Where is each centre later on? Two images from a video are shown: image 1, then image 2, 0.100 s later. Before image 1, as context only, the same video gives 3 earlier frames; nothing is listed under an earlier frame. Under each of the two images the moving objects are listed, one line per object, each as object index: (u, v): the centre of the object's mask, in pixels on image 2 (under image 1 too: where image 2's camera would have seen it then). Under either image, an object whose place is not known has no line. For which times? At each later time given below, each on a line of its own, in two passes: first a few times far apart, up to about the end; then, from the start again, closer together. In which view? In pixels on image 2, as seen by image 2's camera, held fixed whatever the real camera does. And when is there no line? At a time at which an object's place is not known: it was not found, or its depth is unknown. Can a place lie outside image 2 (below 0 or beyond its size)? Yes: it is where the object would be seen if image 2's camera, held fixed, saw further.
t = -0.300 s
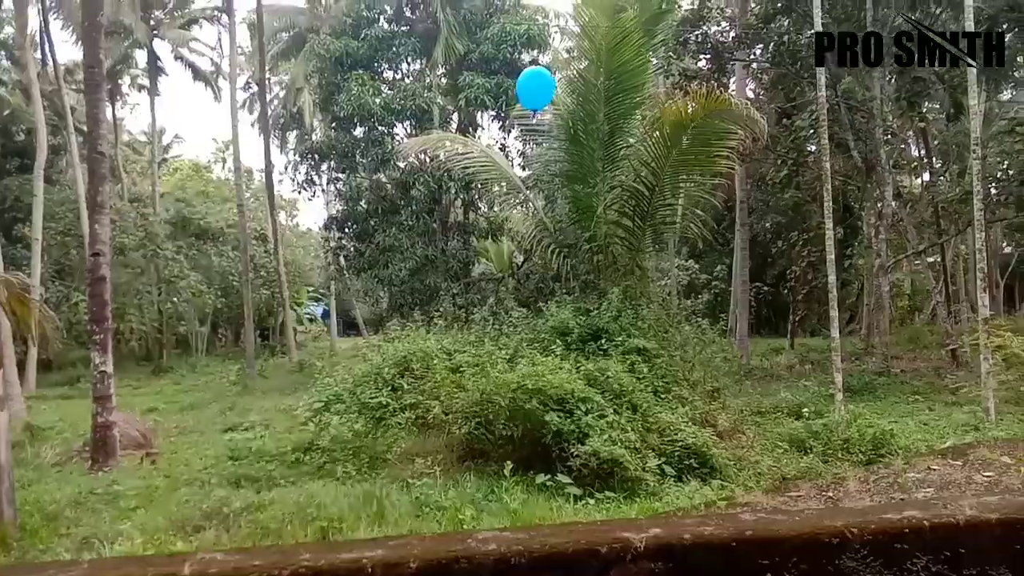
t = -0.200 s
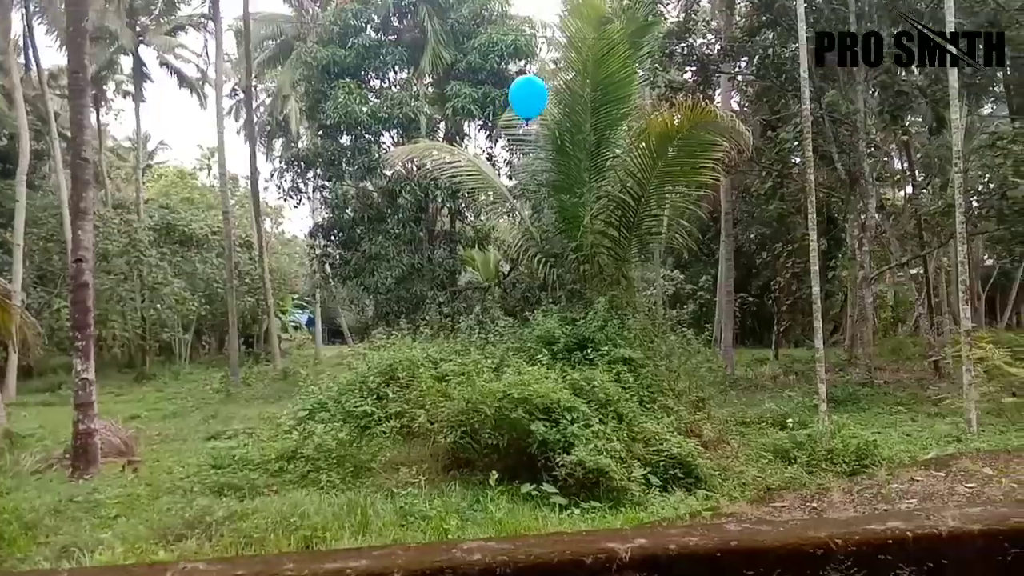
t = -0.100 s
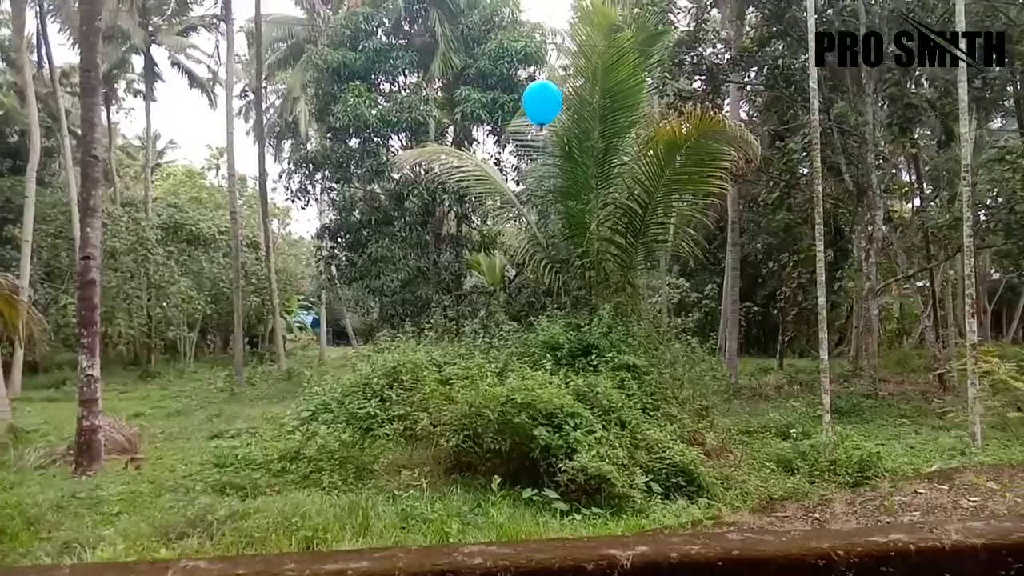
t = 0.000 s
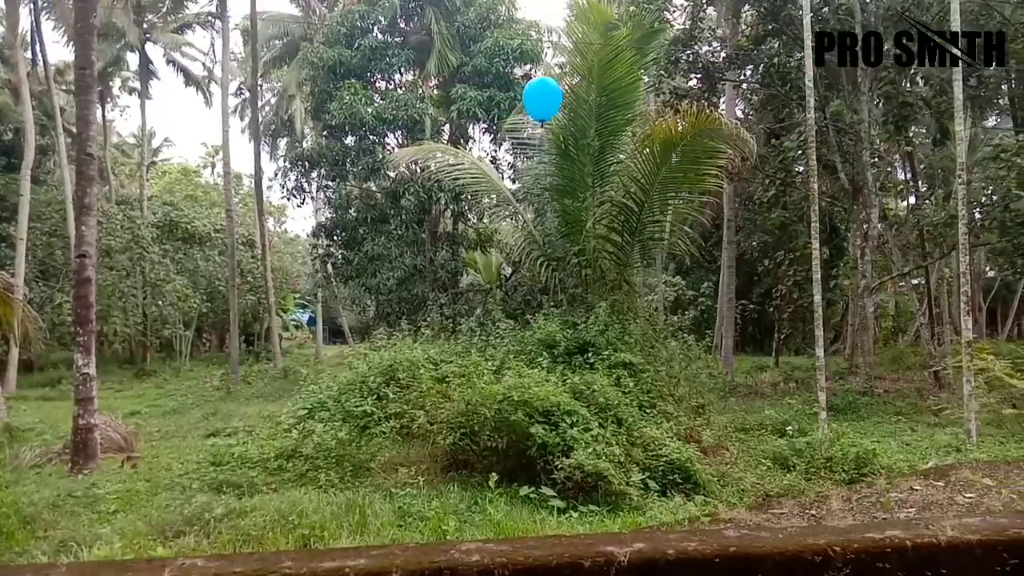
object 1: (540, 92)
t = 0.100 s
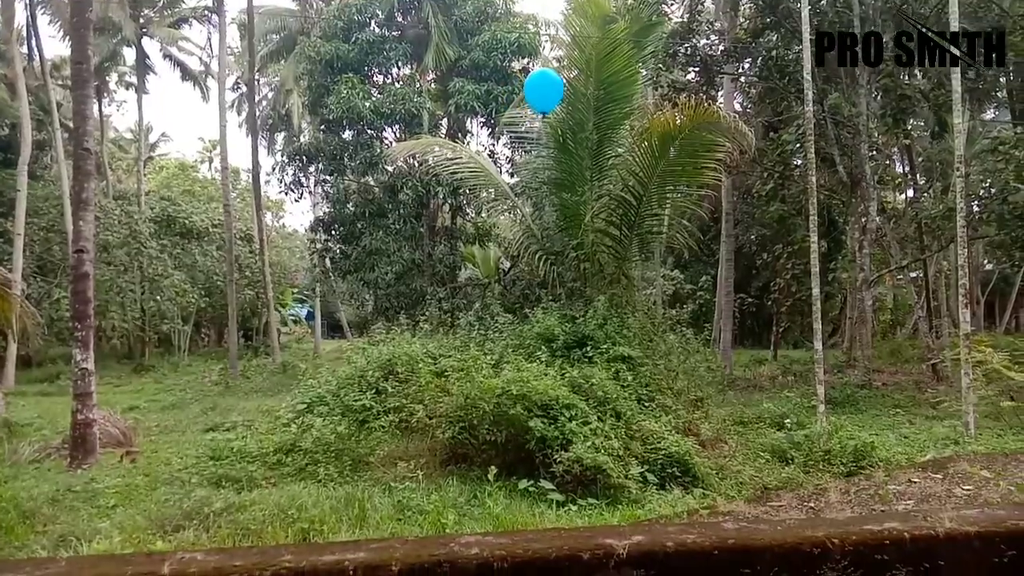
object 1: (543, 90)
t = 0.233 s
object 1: (546, 88)
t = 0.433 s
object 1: (546, 87)
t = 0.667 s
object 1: (543, 88)
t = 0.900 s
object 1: (537, 85)
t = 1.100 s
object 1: (533, 81)
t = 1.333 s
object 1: (527, 73)
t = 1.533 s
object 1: (523, 64)
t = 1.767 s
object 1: (519, 51)
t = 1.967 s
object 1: (518, 38)
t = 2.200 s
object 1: (518, 23)
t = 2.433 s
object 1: (515, 6)
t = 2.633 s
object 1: (513, -9)
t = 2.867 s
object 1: (513, -26)
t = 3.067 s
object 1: (513, -43)
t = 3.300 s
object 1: (515, -64)
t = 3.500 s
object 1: (518, -80)
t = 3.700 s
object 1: (521, -97)
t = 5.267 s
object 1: (573, -179)
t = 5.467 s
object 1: (581, -183)
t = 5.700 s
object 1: (592, -188)
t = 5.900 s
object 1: (599, -191)
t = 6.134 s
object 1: (608, -197)
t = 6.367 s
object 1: (615, -203)
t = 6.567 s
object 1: (620, -211)
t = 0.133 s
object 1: (544, 89)
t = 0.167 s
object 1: (545, 89)
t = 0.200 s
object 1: (545, 88)
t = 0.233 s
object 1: (546, 88)
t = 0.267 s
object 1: (546, 88)
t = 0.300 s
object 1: (546, 87)
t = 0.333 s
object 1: (546, 87)
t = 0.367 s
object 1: (546, 87)
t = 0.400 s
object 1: (546, 87)
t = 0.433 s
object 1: (546, 87)
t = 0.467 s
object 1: (546, 87)
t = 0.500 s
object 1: (545, 88)
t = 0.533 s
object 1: (545, 88)
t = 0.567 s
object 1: (544, 88)
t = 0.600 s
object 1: (544, 88)
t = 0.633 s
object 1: (543, 88)
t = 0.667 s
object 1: (543, 88)
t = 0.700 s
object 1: (542, 88)
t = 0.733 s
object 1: (541, 88)
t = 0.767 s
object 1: (540, 88)
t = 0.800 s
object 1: (539, 87)
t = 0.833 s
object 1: (538, 87)
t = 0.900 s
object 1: (537, 85)
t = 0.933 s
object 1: (536, 85)
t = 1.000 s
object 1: (535, 84)
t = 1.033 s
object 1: (534, 83)
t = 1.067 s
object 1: (534, 82)
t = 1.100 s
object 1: (533, 81)
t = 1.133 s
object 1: (532, 79)
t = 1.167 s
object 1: (531, 79)
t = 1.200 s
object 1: (530, 77)
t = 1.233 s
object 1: (529, 76)
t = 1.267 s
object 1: (529, 75)
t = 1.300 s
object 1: (528, 74)
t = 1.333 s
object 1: (527, 73)
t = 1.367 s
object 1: (526, 71)
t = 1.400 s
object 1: (526, 70)
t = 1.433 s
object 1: (525, 69)
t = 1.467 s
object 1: (524, 67)
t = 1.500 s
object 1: (524, 65)
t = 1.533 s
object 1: (523, 64)
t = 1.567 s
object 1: (523, 62)
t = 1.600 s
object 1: (522, 60)
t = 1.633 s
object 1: (521, 58)
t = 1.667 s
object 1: (521, 56)
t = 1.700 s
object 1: (520, 55)
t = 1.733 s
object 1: (519, 53)
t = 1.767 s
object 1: (519, 51)
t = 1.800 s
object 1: (518, 49)
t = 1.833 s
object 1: (518, 47)
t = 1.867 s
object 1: (517, 46)
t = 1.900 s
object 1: (517, 43)
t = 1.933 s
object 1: (517, 41)
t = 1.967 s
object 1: (518, 38)
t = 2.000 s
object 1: (518, 36)
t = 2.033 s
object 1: (518, 34)
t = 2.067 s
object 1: (518, 32)
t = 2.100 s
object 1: (519, 30)
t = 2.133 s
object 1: (518, 27)
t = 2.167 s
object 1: (518, 25)
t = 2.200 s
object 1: (518, 23)
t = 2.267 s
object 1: (518, 18)
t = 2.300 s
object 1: (517, 15)
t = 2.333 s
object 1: (517, 13)
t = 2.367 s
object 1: (517, 11)
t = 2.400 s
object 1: (516, 8)
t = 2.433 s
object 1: (515, 6)
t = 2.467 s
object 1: (514, 3)
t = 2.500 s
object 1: (514, 1)
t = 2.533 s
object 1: (514, -1)
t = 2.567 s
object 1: (514, -4)
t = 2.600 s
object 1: (513, -6)
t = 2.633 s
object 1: (513, -9)
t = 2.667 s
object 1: (513, -10)
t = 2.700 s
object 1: (512, -13)
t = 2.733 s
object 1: (512, -15)
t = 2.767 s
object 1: (512, -18)
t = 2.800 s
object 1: (512, -20)
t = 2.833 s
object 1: (512, -23)
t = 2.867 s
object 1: (513, -26)
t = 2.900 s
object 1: (513, -28)
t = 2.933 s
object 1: (513, -31)
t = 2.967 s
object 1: (513, -34)
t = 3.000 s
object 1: (513, -37)
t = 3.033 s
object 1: (513, -40)
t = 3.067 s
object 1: (513, -43)
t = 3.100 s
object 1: (514, -46)
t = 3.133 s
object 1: (514, -49)
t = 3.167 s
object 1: (514, -52)
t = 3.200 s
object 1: (514, -55)
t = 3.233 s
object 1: (515, -58)
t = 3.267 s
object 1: (515, -61)
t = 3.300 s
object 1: (515, -64)
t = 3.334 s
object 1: (516, -67)
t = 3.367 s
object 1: (516, -69)
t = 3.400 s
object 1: (516, -72)
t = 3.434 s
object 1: (517, -74)
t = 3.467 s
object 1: (517, -78)
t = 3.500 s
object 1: (518, -80)
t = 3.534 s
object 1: (518, -83)
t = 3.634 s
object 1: (520, -91)
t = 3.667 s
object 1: (520, -94)
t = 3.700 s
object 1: (521, -97)
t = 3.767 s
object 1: (522, -101)
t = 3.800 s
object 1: (523, -104)
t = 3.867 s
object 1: (524, -109)
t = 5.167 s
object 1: (569, -176)
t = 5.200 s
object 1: (570, -177)
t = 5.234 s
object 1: (571, -178)
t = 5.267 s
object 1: (573, -179)
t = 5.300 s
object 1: (574, -179)
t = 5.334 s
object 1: (576, -180)
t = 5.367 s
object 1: (577, -181)
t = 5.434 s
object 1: (580, -183)
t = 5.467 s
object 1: (581, -183)
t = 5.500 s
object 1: (583, -184)
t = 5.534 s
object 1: (584, -185)
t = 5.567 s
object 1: (586, -186)
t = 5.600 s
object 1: (587, -187)
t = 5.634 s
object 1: (588, -187)
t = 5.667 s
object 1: (590, -187)
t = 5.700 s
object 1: (592, -188)
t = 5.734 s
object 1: (593, -189)
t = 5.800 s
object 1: (594, -190)
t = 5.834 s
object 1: (595, -190)
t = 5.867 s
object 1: (597, -190)
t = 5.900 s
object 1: (599, -191)
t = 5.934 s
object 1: (600, -192)
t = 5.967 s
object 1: (601, -193)
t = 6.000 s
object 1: (603, -194)
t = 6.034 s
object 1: (604, -194)
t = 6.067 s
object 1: (605, -195)
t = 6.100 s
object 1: (606, -196)
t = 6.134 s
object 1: (608, -197)
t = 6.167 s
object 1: (609, -198)
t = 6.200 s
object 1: (610, -199)
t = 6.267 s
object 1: (612, -201)
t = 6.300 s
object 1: (613, -201)
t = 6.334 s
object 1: (614, -202)
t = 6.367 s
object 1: (615, -203)
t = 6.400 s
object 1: (616, -205)
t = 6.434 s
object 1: (617, -206)
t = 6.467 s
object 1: (618, -208)
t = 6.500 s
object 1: (618, -209)
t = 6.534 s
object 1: (619, -210)
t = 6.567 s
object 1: (620, -211)
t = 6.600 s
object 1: (620, -213)
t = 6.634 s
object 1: (621, -214)
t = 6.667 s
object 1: (622, -215)
